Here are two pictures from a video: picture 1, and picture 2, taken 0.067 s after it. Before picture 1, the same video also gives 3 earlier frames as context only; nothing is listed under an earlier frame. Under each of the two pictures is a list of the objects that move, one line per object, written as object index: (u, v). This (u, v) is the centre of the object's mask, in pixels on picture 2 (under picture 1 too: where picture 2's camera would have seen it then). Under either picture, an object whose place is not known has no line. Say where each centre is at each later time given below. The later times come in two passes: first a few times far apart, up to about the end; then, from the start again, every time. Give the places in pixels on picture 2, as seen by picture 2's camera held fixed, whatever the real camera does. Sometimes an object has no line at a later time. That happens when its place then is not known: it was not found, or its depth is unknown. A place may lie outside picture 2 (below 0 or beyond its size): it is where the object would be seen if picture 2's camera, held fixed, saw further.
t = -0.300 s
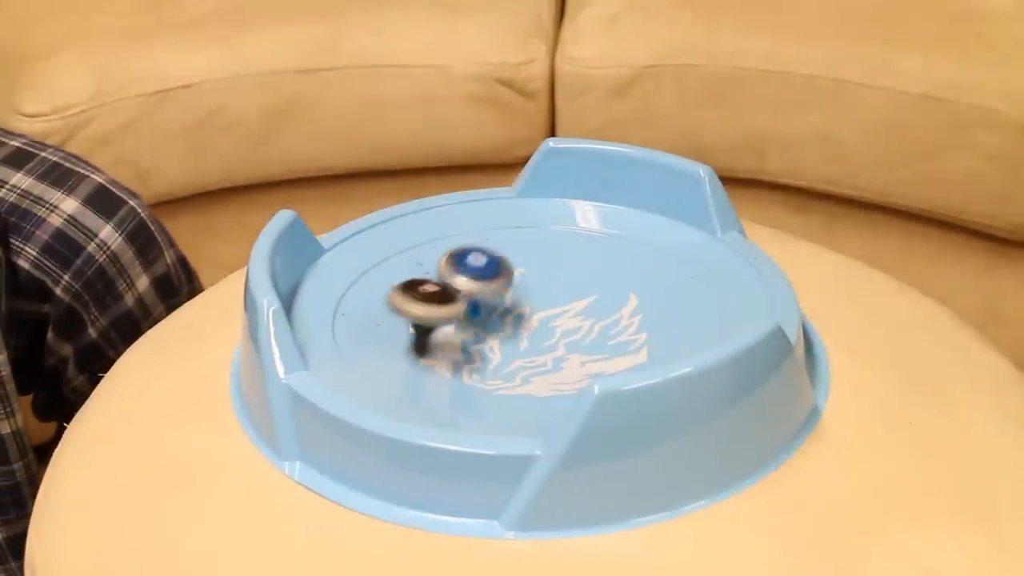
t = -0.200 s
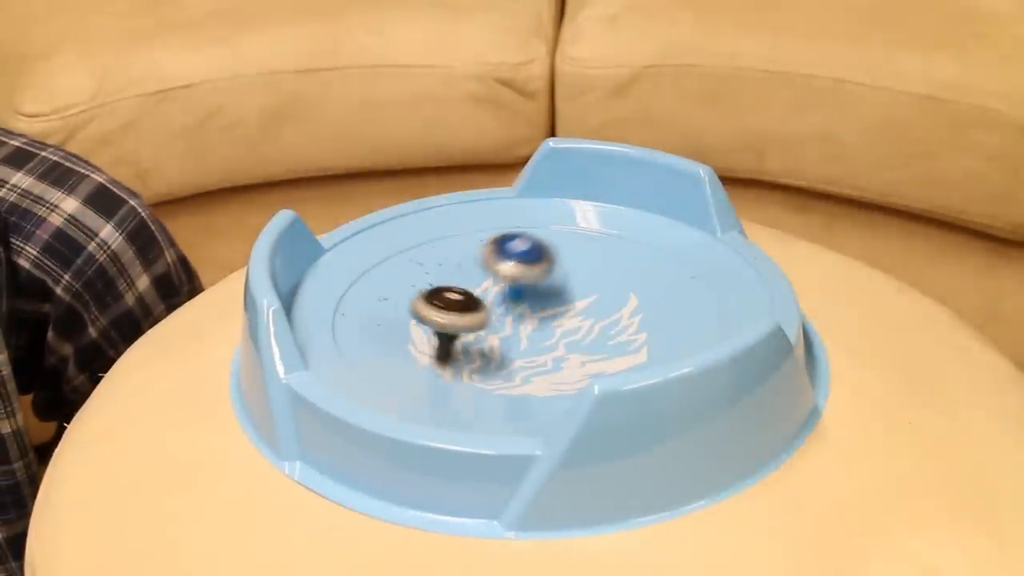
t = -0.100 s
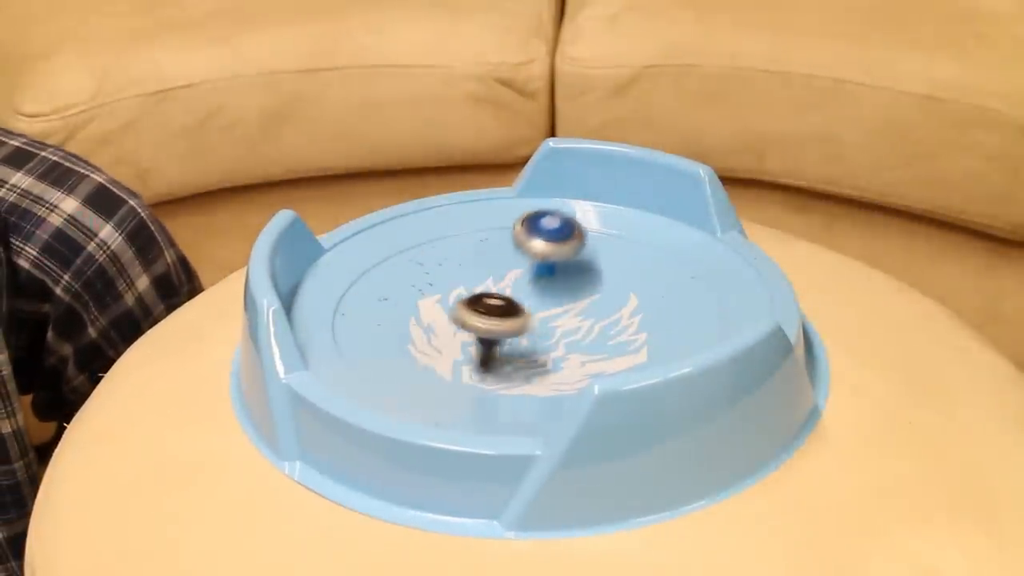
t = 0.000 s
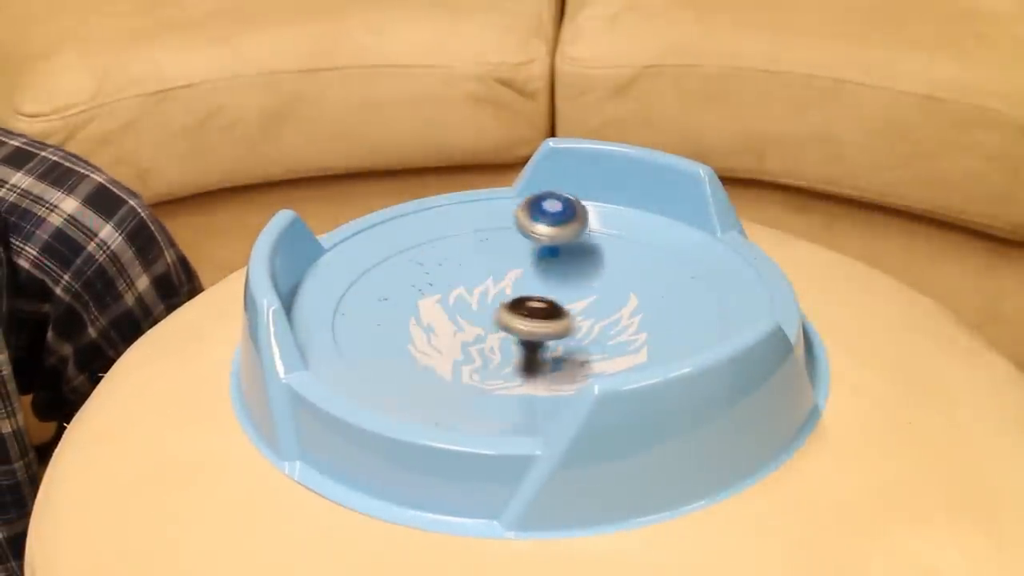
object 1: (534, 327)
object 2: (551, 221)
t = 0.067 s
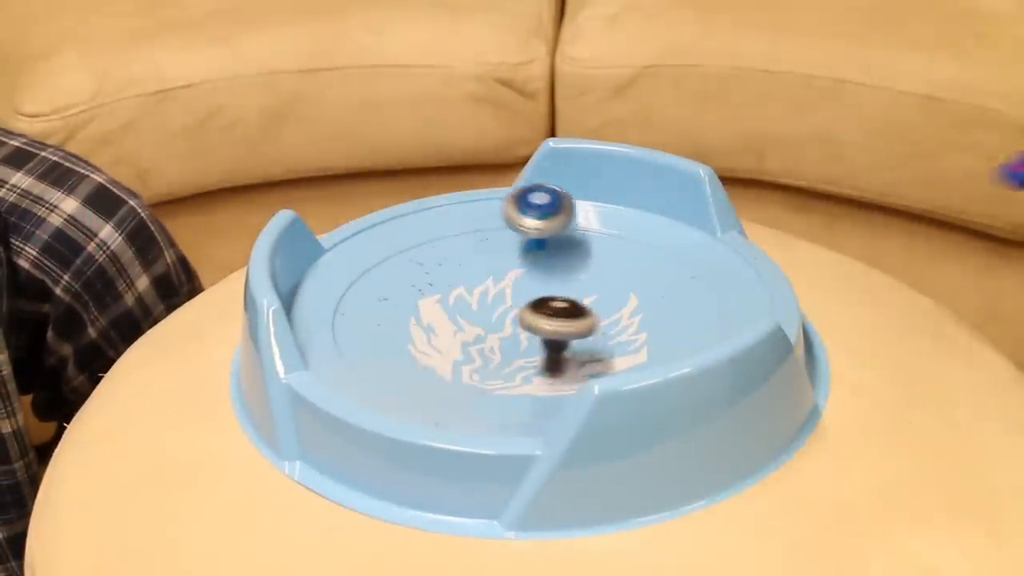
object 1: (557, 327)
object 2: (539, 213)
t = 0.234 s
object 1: (587, 323)
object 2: (487, 235)
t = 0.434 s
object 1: (677, 299)
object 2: (441, 306)
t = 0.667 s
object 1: (886, 350)
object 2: (337, 294)
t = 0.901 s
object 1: (987, 350)
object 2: (519, 341)
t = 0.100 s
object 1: (566, 327)
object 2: (529, 212)
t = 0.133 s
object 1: (574, 326)
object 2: (518, 212)
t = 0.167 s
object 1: (580, 324)
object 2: (507, 216)
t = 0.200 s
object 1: (584, 323)
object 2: (496, 222)
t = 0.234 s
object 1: (587, 323)
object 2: (487, 235)
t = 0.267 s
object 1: (587, 321)
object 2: (483, 250)
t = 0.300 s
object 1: (587, 321)
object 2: (483, 268)
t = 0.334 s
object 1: (587, 319)
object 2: (490, 284)
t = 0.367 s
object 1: (585, 318)
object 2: (500, 299)
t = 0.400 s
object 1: (612, 305)
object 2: (490, 309)
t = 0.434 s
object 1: (677, 299)
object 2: (441, 306)
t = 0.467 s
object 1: (731, 293)
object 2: (395, 299)
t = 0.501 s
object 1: (771, 285)
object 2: (354, 289)
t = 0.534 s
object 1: (795, 292)
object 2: (326, 284)
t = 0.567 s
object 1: (816, 306)
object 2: (316, 279)
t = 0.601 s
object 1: (843, 336)
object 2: (318, 283)
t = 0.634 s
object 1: (871, 367)
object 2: (326, 286)
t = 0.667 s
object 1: (886, 350)
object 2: (337, 294)
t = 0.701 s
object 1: (899, 345)
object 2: (354, 299)
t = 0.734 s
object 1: (909, 355)
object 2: (373, 307)
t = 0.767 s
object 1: (924, 352)
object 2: (396, 316)
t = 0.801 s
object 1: (939, 348)
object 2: (421, 320)
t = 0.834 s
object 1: (953, 355)
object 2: (450, 329)
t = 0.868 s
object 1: (972, 349)
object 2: (485, 336)
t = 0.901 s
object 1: (987, 350)
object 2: (519, 341)
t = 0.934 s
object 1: (1001, 349)
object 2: (554, 336)
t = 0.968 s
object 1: (1008, 346)
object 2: (586, 329)
